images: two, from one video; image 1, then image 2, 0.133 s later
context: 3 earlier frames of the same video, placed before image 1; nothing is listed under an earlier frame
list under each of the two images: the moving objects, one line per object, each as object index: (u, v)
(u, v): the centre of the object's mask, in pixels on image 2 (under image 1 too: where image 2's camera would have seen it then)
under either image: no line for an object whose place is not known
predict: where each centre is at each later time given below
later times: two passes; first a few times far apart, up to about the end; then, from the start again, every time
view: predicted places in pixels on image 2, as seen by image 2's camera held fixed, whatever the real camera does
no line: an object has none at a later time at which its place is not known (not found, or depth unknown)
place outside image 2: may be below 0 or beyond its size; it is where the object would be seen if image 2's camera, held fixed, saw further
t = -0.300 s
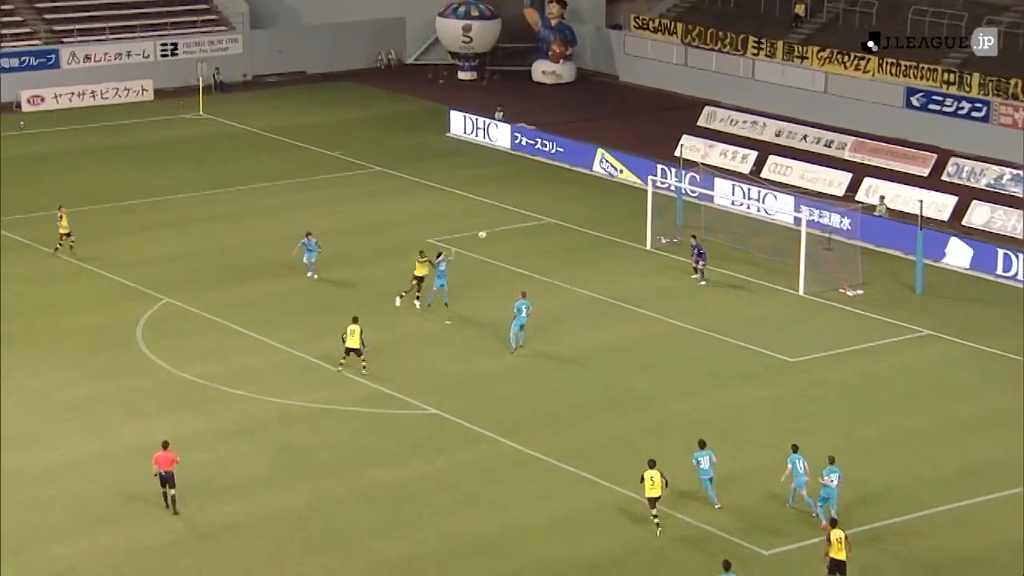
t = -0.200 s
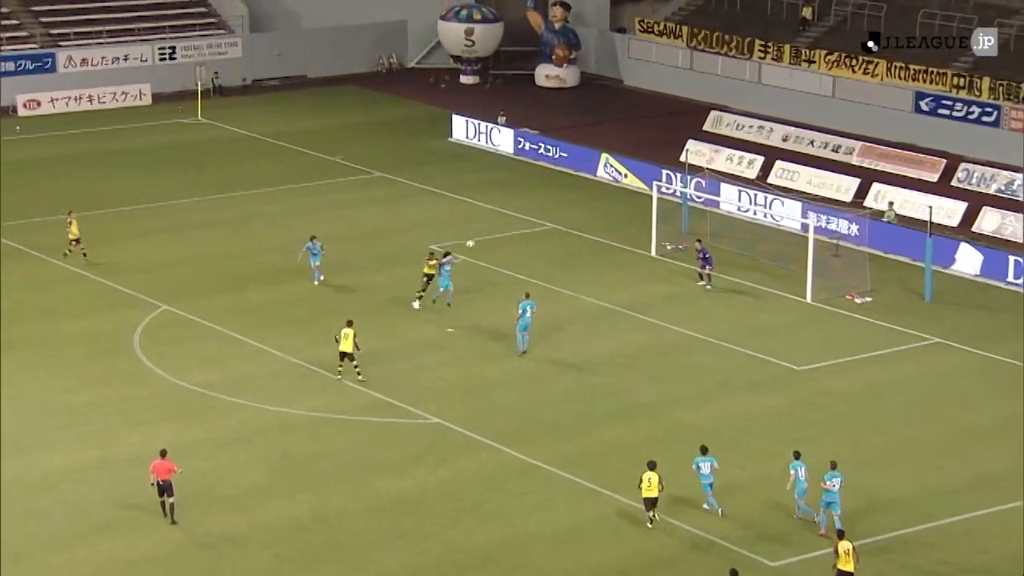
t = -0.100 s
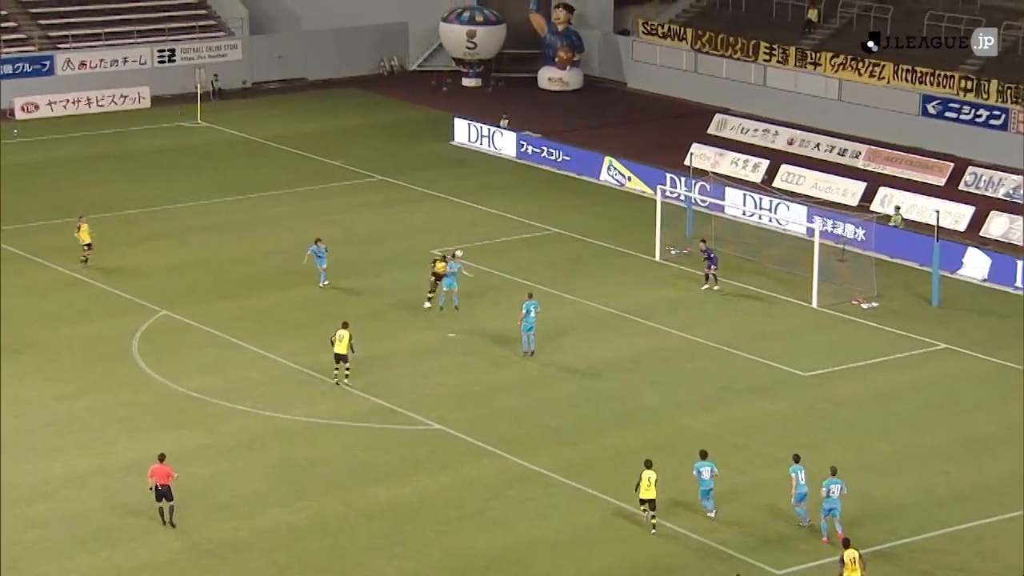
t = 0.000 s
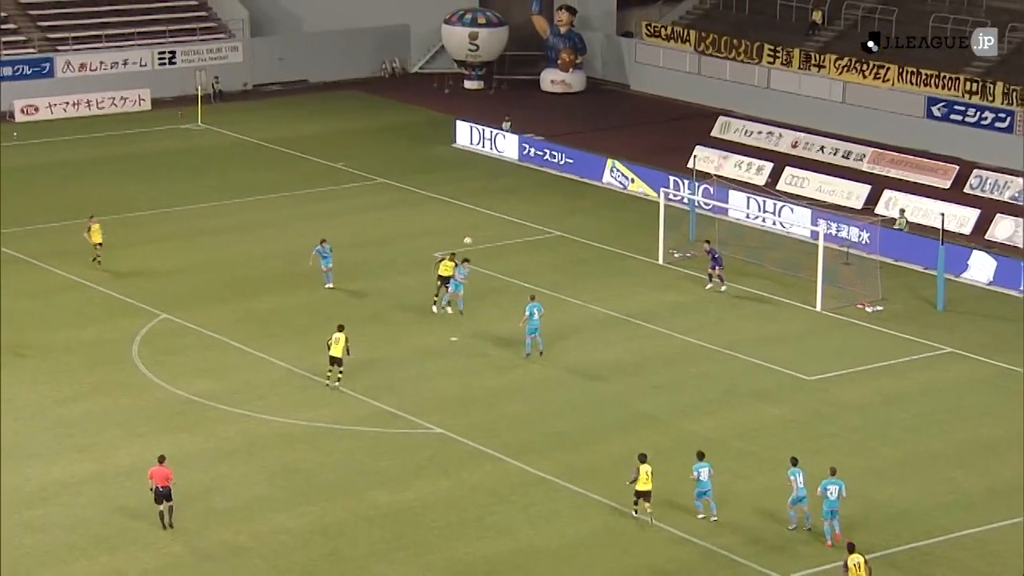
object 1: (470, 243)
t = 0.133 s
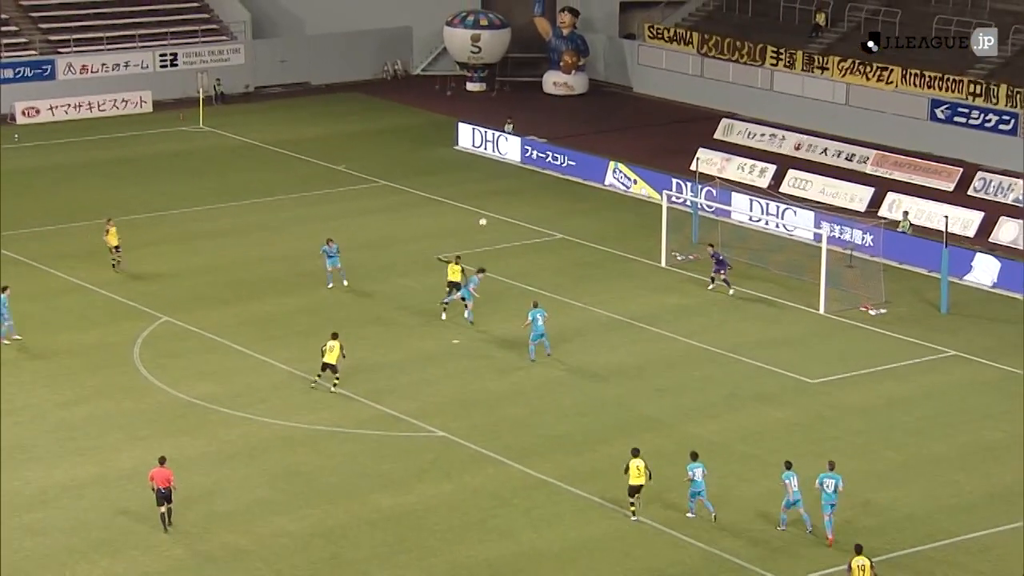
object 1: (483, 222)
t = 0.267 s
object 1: (496, 206)
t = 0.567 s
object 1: (525, 190)
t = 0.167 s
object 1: (486, 217)
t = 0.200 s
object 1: (489, 213)
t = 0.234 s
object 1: (493, 210)
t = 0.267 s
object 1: (496, 206)
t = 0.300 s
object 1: (499, 202)
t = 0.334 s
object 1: (502, 200)
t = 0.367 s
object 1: (505, 197)
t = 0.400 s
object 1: (509, 195)
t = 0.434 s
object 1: (512, 194)
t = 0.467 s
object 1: (515, 192)
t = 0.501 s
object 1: (518, 191)
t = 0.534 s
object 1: (522, 190)
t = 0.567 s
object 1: (525, 190)
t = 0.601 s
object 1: (528, 190)
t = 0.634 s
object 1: (531, 190)
